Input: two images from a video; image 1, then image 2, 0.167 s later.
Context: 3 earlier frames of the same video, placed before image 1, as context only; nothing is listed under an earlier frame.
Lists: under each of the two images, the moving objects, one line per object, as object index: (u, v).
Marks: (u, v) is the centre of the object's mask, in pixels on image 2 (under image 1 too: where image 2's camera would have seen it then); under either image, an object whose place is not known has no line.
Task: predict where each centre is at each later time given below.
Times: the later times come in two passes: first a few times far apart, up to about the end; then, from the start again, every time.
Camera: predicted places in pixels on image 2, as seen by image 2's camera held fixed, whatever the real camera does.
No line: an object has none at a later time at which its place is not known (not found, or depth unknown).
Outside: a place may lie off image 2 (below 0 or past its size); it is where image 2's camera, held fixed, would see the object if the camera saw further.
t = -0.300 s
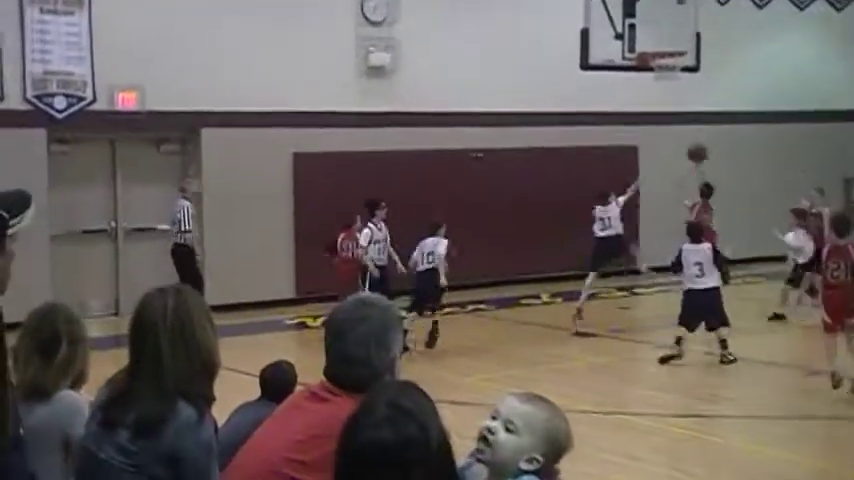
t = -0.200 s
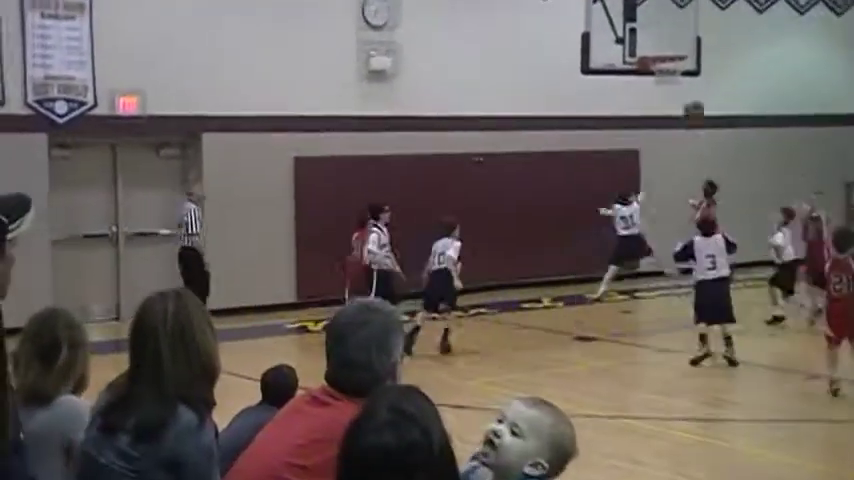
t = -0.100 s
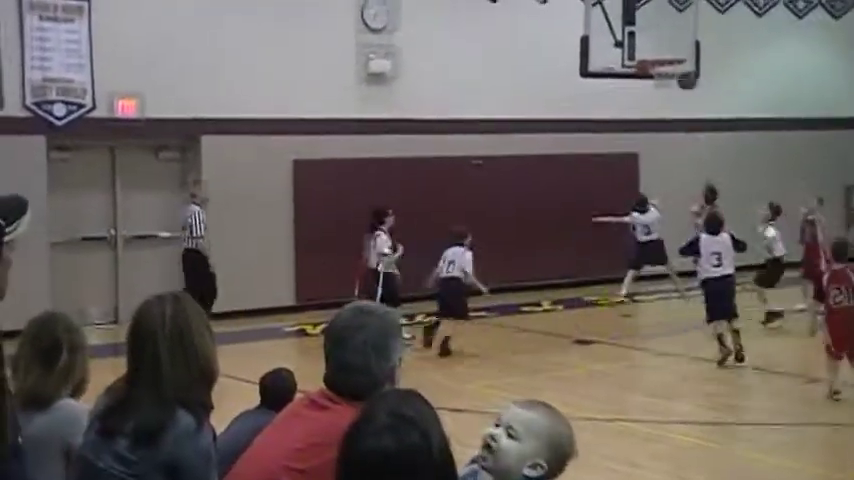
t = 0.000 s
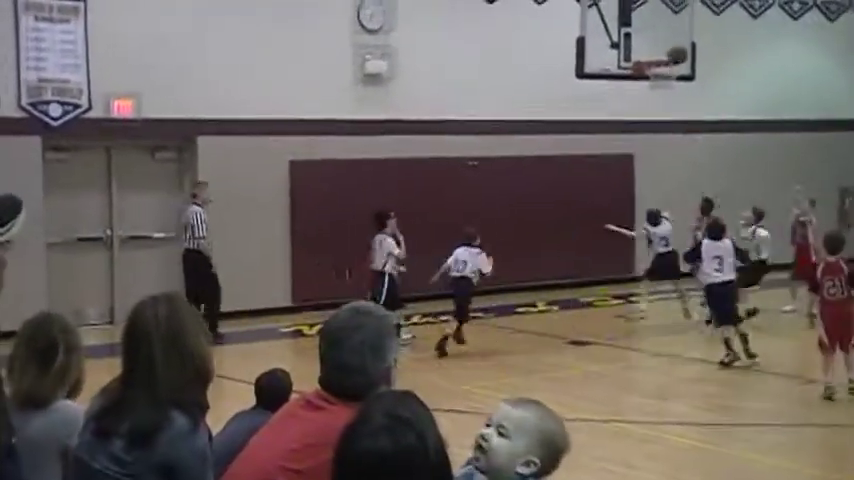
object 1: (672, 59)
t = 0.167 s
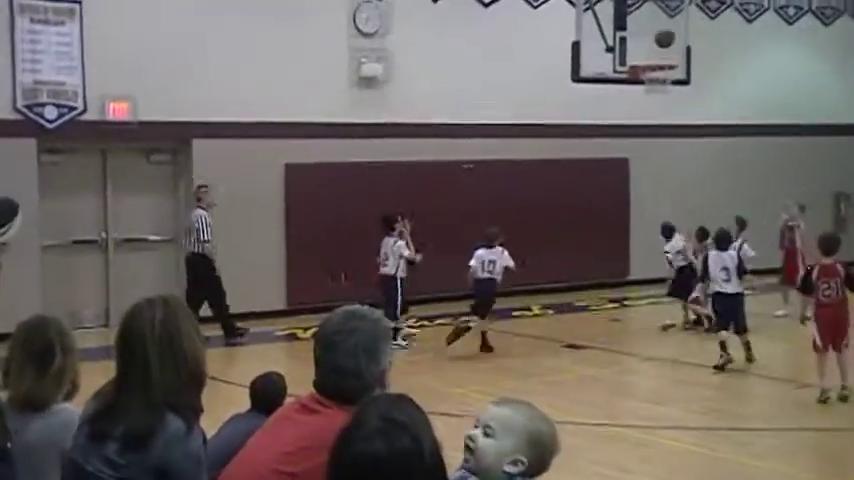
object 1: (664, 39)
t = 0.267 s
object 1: (659, 38)
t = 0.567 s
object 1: (654, 80)
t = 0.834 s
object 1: (676, 137)
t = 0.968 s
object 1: (687, 186)
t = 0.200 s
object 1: (662, 37)
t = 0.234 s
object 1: (661, 37)
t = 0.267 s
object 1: (659, 38)
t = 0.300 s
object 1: (657, 39)
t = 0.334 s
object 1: (656, 41)
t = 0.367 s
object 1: (654, 45)
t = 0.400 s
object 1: (652, 49)
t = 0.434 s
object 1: (651, 54)
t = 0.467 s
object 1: (649, 58)
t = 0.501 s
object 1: (650, 64)
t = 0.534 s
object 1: (652, 73)
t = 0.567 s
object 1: (654, 80)
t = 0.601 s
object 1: (656, 83)
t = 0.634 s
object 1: (660, 92)
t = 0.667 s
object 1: (663, 95)
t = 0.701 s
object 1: (666, 102)
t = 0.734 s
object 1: (668, 109)
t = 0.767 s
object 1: (671, 117)
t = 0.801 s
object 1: (673, 122)
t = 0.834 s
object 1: (676, 137)
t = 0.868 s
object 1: (679, 147)
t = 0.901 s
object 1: (681, 160)
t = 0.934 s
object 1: (684, 172)
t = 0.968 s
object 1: (687, 186)
